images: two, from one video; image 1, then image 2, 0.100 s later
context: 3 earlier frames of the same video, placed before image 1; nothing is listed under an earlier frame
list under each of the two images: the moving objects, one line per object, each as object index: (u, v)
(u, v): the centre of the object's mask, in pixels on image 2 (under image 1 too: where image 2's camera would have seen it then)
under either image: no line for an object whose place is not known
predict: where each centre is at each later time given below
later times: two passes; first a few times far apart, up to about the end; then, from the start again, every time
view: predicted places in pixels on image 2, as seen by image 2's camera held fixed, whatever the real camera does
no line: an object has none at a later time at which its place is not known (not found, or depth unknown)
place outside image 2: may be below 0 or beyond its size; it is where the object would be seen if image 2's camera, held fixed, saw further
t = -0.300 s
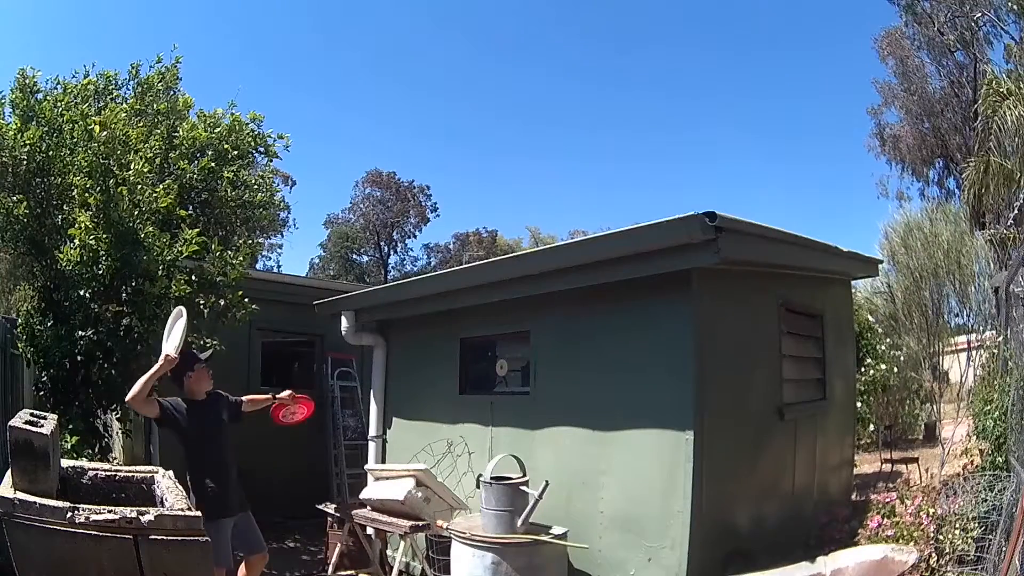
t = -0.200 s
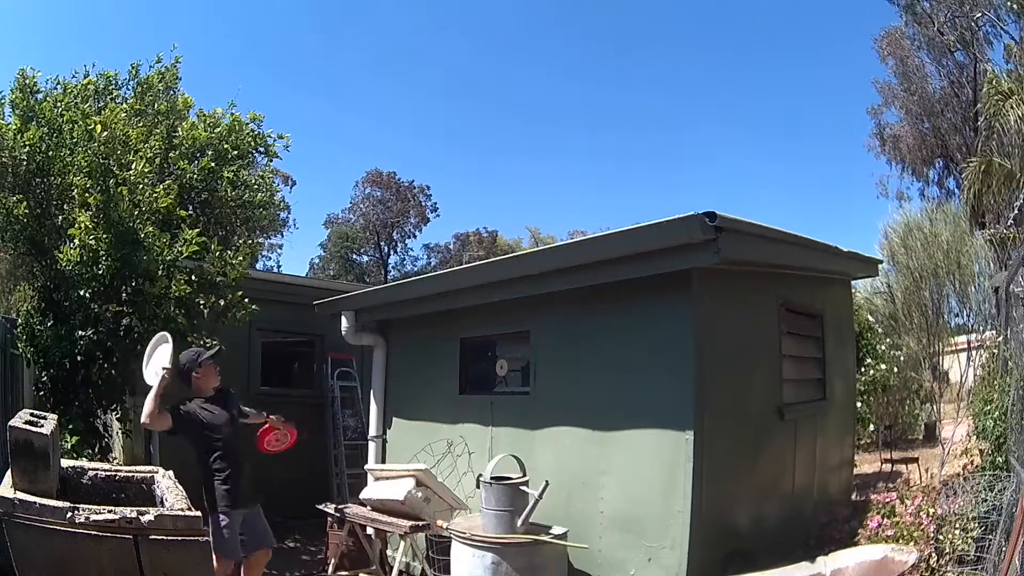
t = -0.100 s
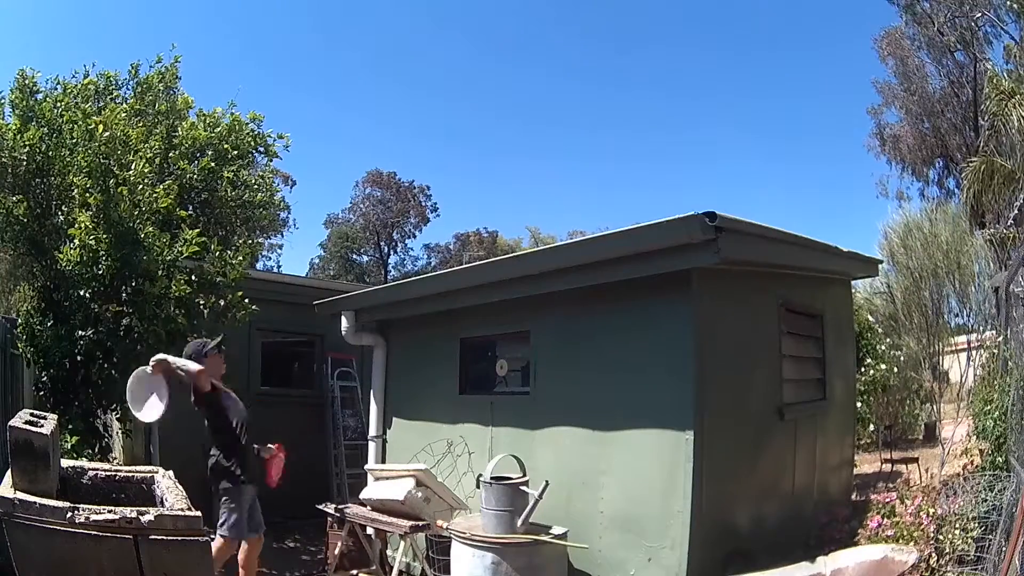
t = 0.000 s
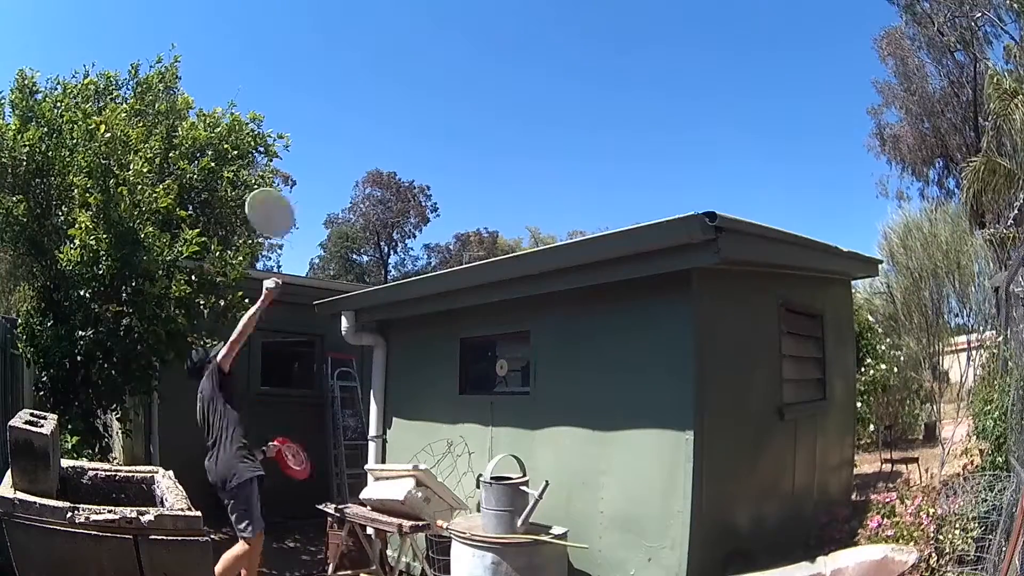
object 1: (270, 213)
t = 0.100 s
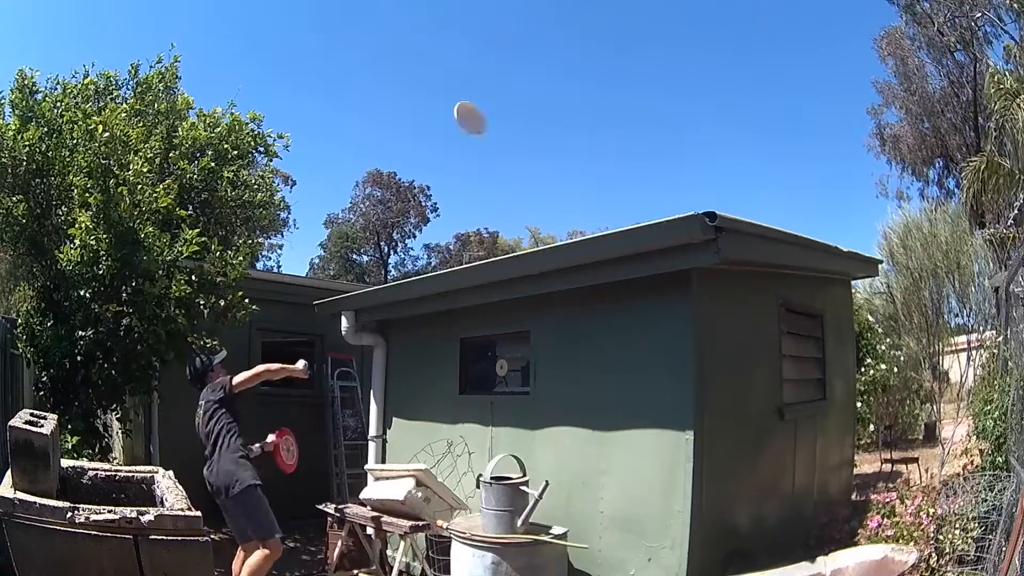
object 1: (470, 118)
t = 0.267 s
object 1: (631, 72)
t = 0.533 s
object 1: (730, 80)
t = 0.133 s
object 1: (515, 103)
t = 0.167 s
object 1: (551, 91)
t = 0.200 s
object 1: (583, 82)
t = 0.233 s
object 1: (609, 76)
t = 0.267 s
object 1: (631, 72)
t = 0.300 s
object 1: (650, 70)
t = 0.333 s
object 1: (667, 70)
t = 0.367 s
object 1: (680, 69)
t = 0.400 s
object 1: (692, 70)
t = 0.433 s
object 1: (704, 73)
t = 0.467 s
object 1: (713, 75)
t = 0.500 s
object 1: (722, 78)
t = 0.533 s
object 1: (730, 80)
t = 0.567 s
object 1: (738, 83)
